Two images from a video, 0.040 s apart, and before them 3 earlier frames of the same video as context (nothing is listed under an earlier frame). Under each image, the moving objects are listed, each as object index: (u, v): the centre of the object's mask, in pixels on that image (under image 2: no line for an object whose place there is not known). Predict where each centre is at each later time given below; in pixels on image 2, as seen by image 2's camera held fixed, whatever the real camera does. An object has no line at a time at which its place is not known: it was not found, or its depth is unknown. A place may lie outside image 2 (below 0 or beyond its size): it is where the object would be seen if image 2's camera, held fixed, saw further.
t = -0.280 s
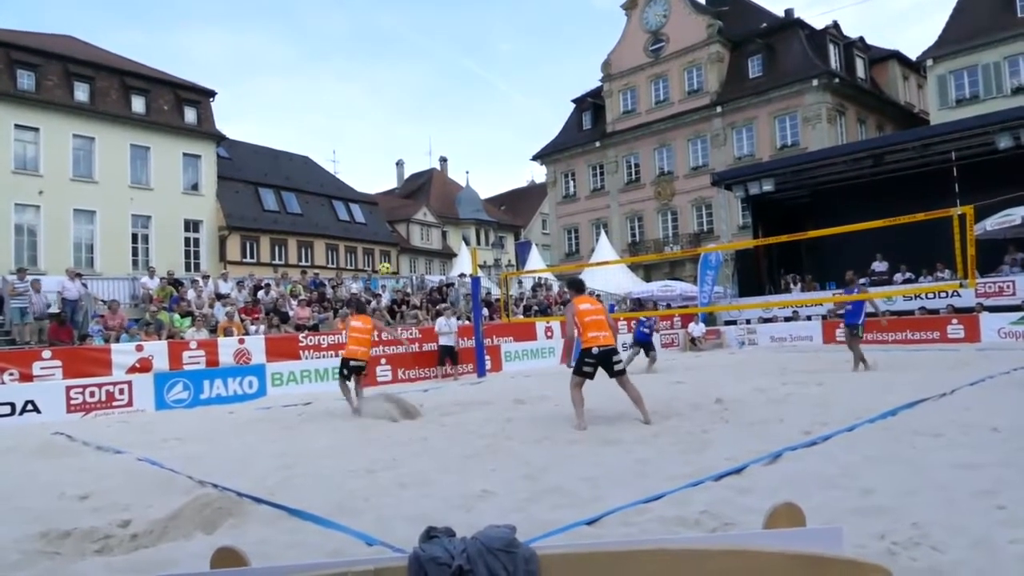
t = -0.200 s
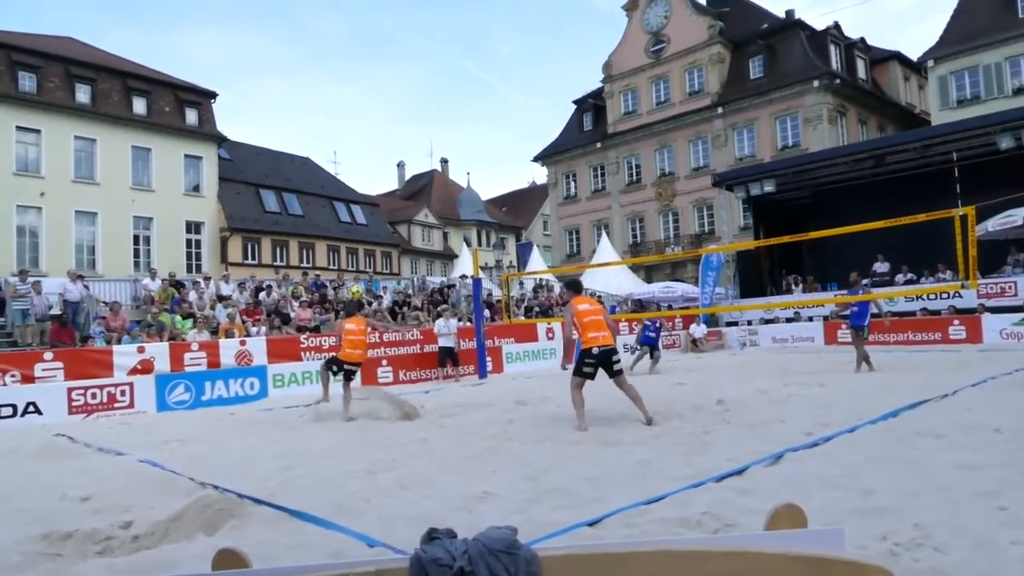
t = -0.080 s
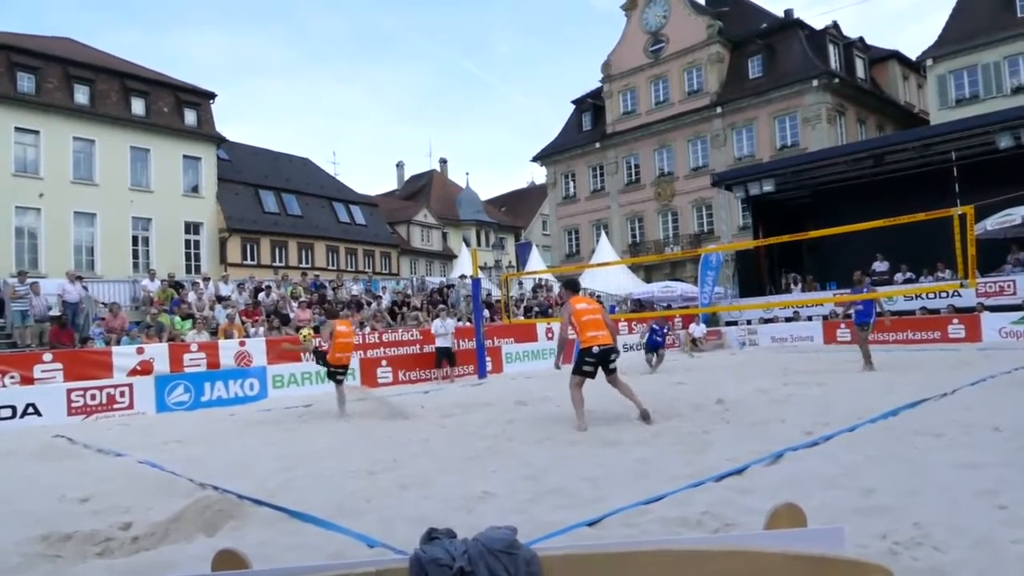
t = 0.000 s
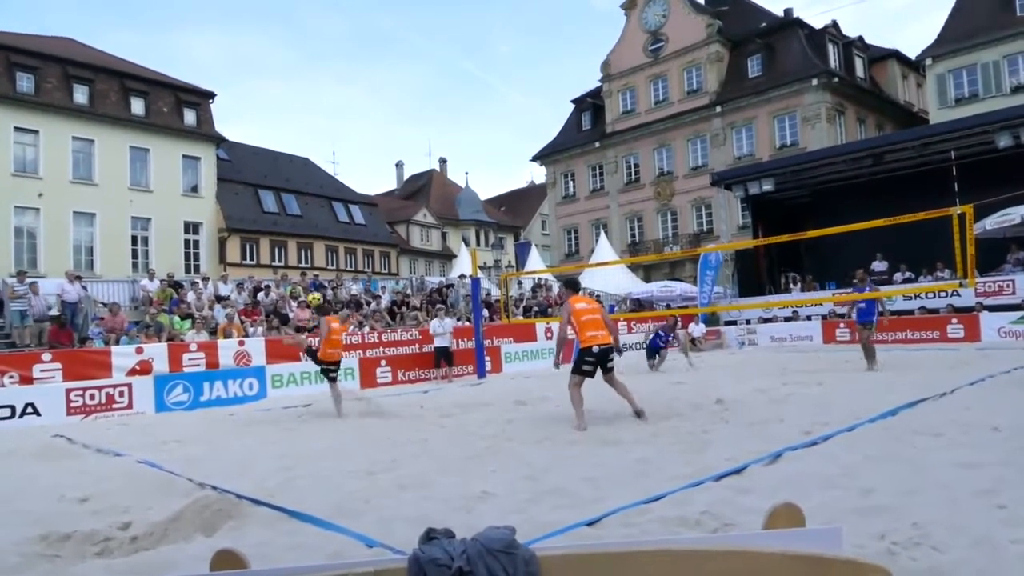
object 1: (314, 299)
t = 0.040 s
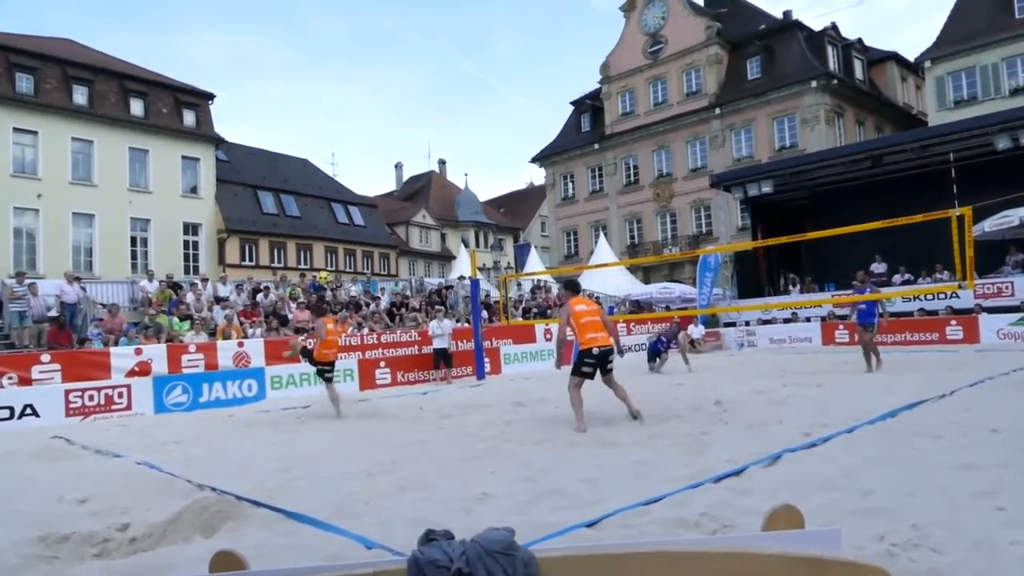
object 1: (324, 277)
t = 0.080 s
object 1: (332, 259)
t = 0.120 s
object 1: (341, 238)
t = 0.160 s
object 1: (352, 219)
